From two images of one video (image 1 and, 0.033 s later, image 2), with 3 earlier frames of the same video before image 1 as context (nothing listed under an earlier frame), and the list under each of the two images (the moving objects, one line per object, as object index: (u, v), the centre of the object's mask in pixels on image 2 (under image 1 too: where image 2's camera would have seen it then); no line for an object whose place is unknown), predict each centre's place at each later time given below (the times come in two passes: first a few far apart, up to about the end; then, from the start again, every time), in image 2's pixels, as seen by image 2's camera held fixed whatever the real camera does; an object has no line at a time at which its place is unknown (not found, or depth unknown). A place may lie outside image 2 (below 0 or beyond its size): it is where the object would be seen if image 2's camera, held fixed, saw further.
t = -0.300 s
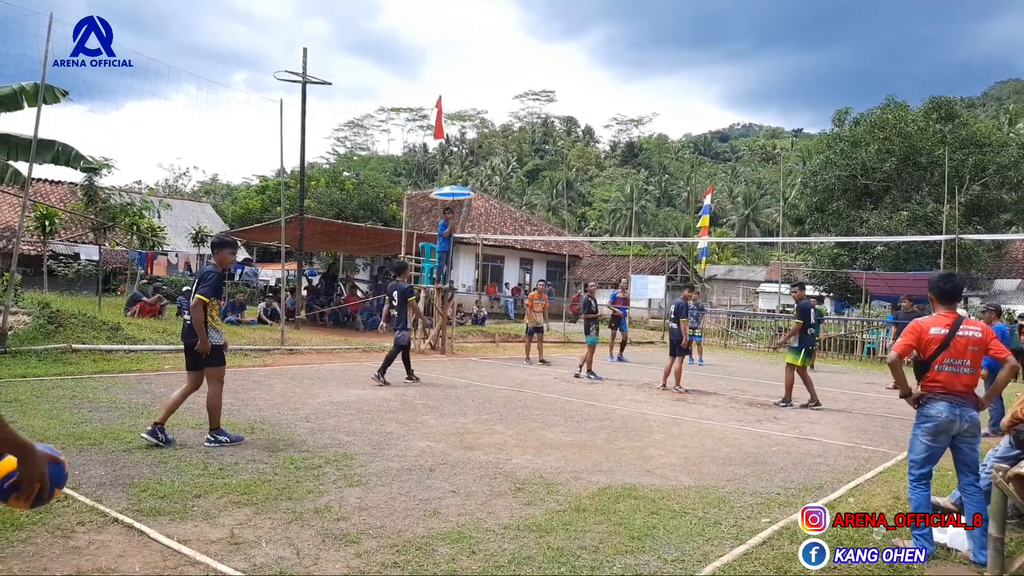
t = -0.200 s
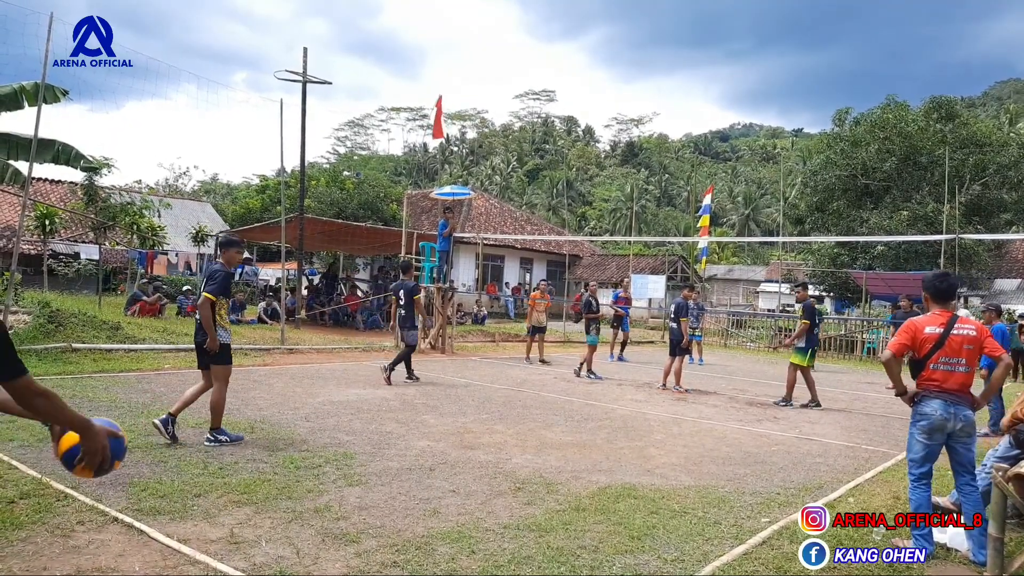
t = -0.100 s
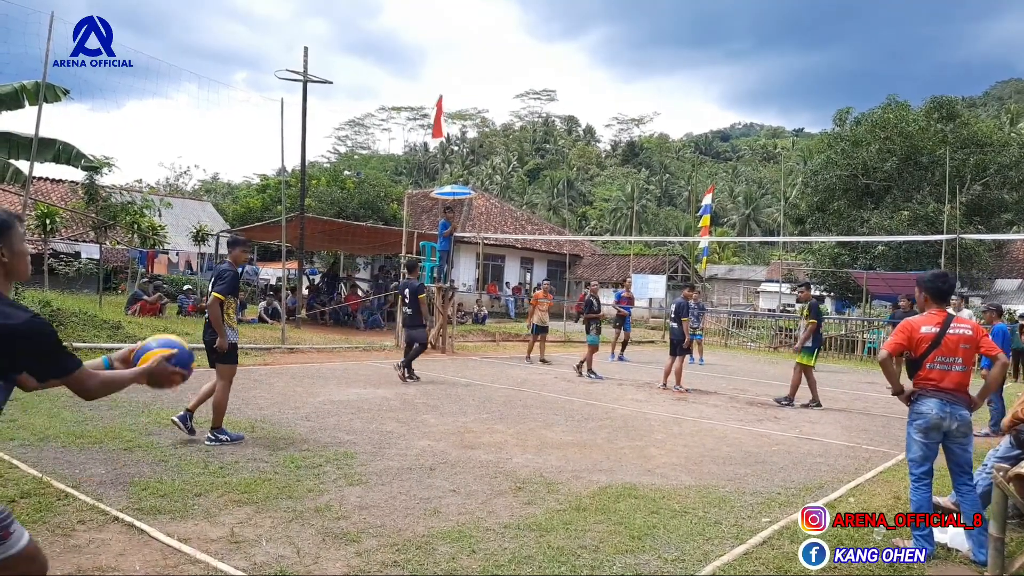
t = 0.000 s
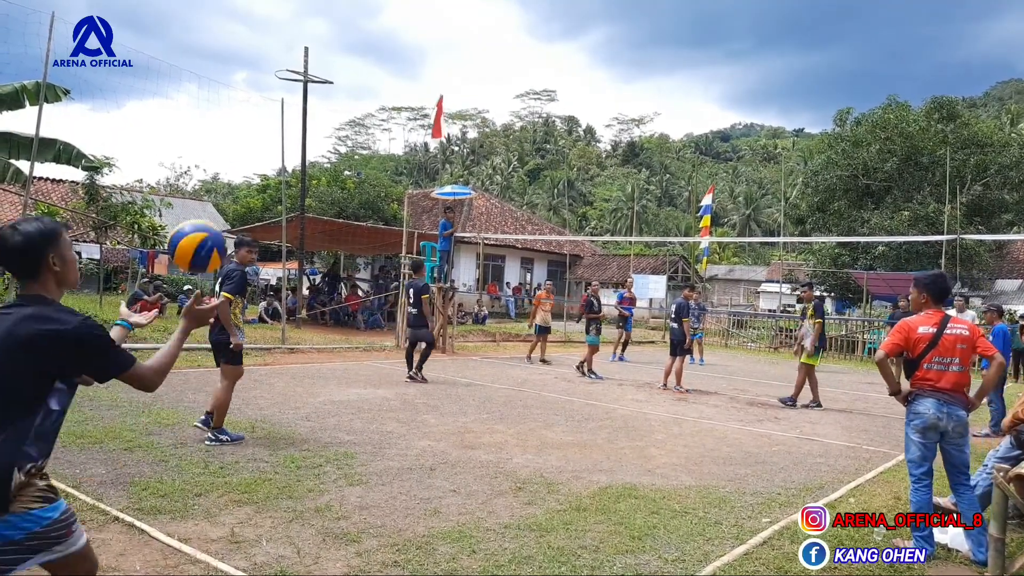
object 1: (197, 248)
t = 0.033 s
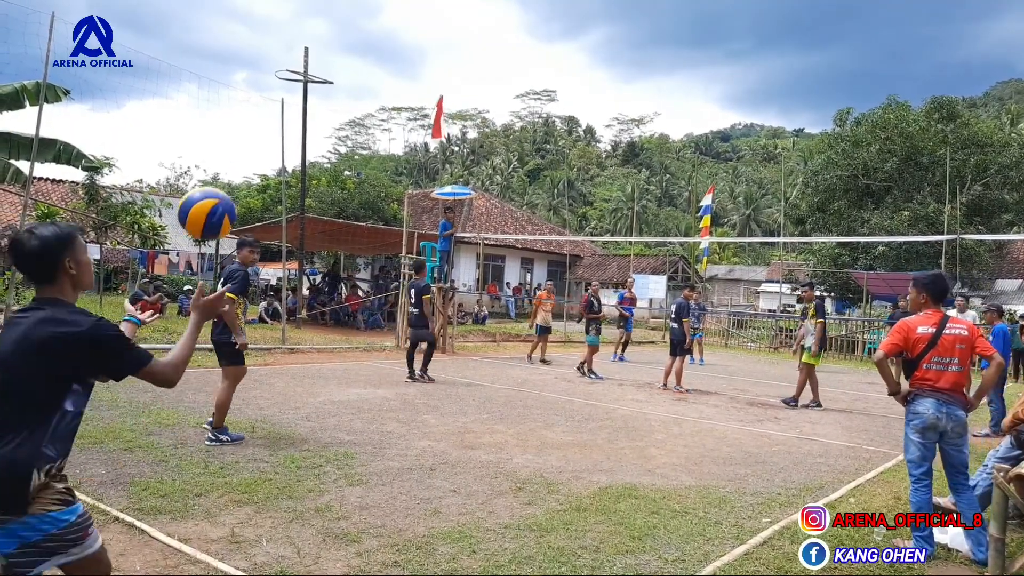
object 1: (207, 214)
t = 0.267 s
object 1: (268, 66)
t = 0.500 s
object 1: (317, 52)
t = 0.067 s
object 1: (217, 185)
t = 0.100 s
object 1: (226, 158)
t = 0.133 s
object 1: (235, 133)
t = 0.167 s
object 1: (243, 112)
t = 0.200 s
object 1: (252, 94)
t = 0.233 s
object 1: (259, 78)
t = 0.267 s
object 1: (268, 66)
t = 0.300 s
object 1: (275, 56)
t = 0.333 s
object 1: (283, 49)
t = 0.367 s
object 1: (290, 45)
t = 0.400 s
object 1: (297, 42)
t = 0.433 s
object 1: (304, 43)
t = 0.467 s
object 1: (310, 46)
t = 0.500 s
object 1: (317, 52)
